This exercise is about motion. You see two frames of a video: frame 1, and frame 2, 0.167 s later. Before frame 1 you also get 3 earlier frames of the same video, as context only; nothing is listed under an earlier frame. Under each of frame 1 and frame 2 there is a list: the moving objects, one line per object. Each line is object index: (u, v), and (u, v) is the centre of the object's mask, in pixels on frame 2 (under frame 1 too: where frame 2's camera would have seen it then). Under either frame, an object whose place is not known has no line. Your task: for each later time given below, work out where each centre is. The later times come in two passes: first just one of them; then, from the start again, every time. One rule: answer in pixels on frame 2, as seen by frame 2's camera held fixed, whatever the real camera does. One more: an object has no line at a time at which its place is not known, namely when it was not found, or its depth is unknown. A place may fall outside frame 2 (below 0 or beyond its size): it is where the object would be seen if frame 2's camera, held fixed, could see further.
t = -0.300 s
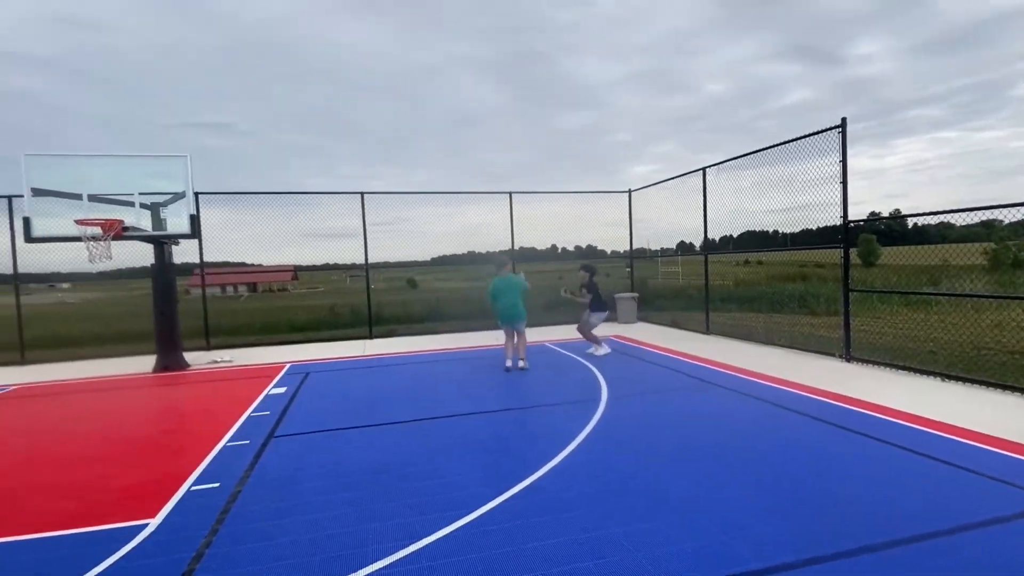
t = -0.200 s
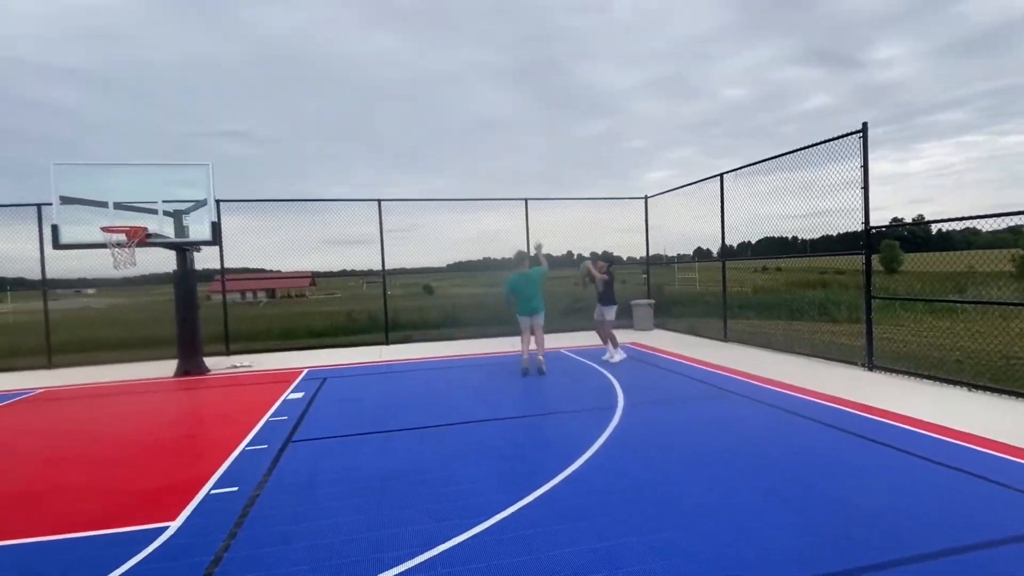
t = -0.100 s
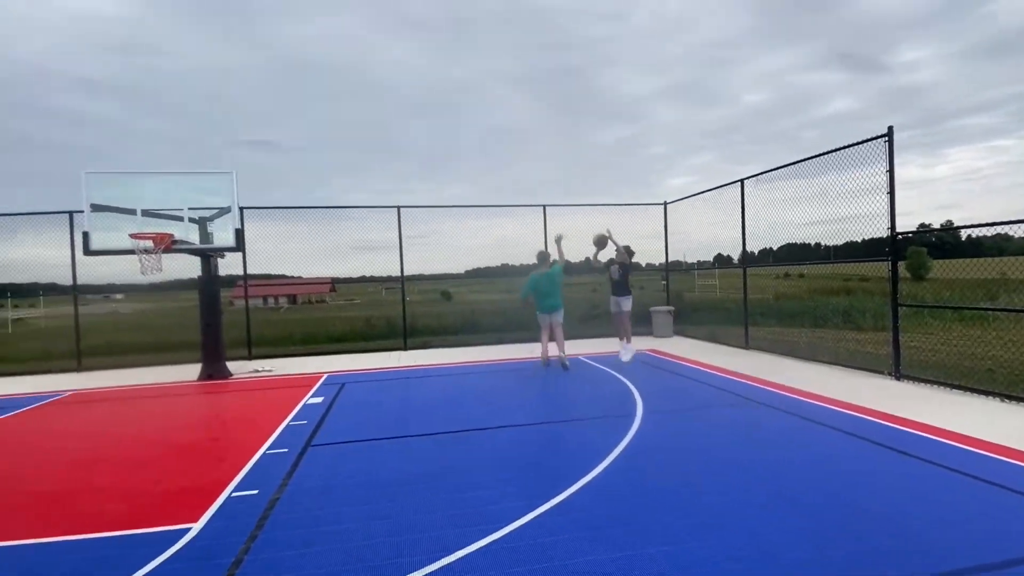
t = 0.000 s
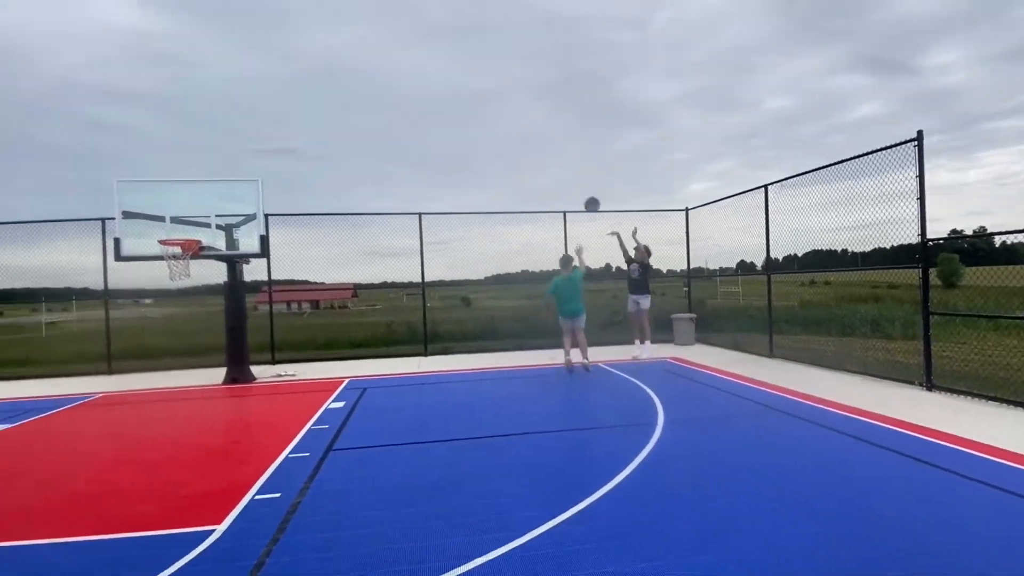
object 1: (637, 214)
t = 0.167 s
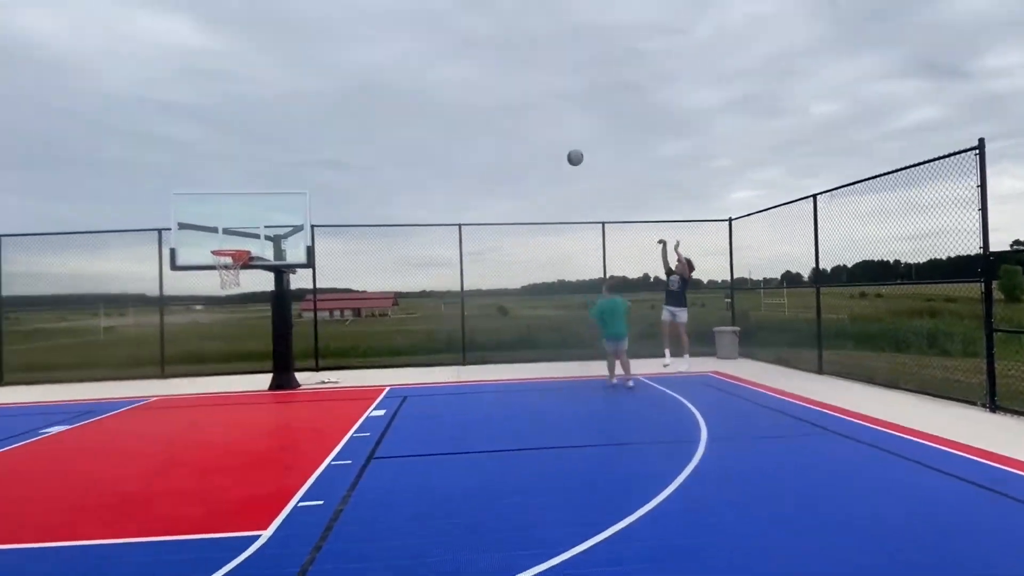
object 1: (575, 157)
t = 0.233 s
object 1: (551, 140)
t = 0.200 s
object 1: (563, 148)
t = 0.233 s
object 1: (551, 140)
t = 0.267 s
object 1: (539, 132)
